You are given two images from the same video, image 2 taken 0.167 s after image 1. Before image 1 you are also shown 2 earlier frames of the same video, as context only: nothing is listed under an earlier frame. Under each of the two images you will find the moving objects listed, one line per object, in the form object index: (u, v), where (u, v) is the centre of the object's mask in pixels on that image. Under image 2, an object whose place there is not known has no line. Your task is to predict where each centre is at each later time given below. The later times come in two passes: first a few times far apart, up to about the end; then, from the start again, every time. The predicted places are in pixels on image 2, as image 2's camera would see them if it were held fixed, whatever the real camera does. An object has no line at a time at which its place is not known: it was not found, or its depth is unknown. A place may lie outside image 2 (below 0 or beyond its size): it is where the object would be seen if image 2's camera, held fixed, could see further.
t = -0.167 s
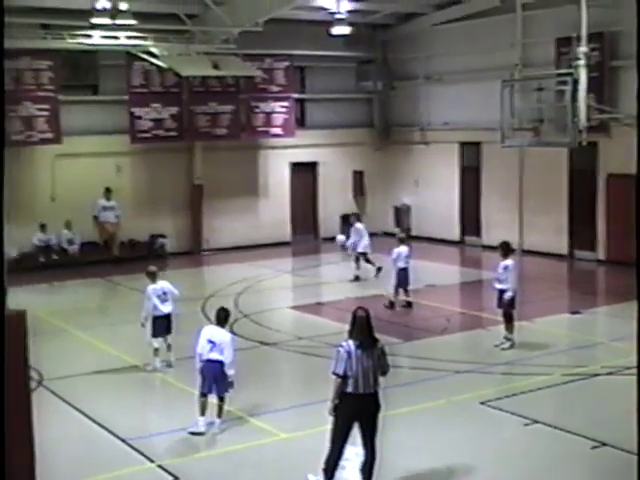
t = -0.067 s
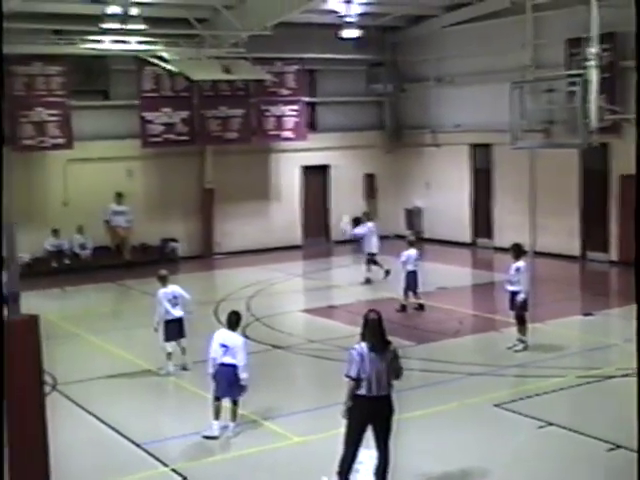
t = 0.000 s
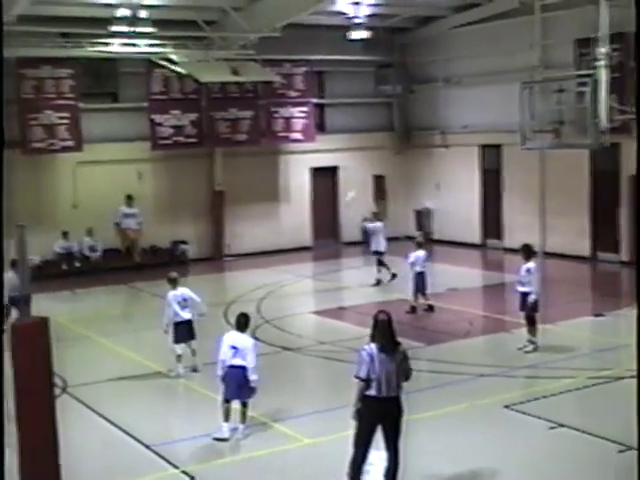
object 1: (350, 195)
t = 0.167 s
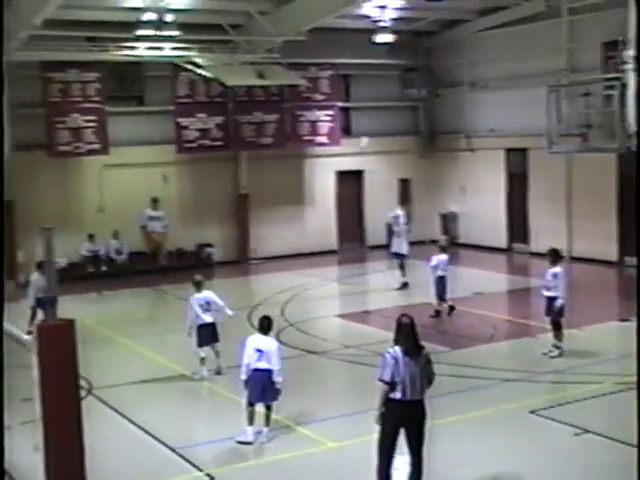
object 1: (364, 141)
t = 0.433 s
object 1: (343, 79)
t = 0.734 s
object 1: (319, 49)
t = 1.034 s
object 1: (299, 68)
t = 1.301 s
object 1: (282, 130)
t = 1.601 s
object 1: (265, 249)
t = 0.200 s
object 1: (361, 132)
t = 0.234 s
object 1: (357, 123)
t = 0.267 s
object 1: (354, 113)
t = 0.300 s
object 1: (352, 107)
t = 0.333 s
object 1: (348, 98)
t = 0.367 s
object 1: (346, 93)
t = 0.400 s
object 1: (345, 86)
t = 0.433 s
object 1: (343, 79)
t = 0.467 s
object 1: (339, 73)
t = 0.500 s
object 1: (336, 68)
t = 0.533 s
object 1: (333, 64)
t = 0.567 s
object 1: (332, 60)
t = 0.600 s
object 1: (329, 56)
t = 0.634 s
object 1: (327, 54)
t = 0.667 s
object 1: (324, 52)
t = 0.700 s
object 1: (321, 51)
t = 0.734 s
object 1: (319, 49)
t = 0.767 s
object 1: (318, 49)
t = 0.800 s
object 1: (314, 50)
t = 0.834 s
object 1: (313, 50)
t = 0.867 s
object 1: (311, 51)
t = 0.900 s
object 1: (308, 54)
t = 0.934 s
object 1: (305, 56)
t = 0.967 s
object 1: (303, 60)
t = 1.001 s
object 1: (301, 65)
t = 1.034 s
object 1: (299, 68)
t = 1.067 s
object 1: (296, 72)
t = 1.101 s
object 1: (294, 78)
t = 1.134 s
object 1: (292, 87)
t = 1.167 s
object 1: (290, 95)
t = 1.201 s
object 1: (288, 103)
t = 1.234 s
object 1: (285, 111)
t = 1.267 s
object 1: (284, 121)
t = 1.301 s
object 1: (282, 130)
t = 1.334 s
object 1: (280, 141)
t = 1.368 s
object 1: (278, 152)
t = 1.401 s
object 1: (276, 164)
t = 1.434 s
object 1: (275, 176)
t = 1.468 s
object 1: (273, 190)
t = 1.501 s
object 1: (271, 203)
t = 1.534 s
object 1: (268, 217)
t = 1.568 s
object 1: (266, 233)
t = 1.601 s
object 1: (265, 249)
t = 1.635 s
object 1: (263, 265)
